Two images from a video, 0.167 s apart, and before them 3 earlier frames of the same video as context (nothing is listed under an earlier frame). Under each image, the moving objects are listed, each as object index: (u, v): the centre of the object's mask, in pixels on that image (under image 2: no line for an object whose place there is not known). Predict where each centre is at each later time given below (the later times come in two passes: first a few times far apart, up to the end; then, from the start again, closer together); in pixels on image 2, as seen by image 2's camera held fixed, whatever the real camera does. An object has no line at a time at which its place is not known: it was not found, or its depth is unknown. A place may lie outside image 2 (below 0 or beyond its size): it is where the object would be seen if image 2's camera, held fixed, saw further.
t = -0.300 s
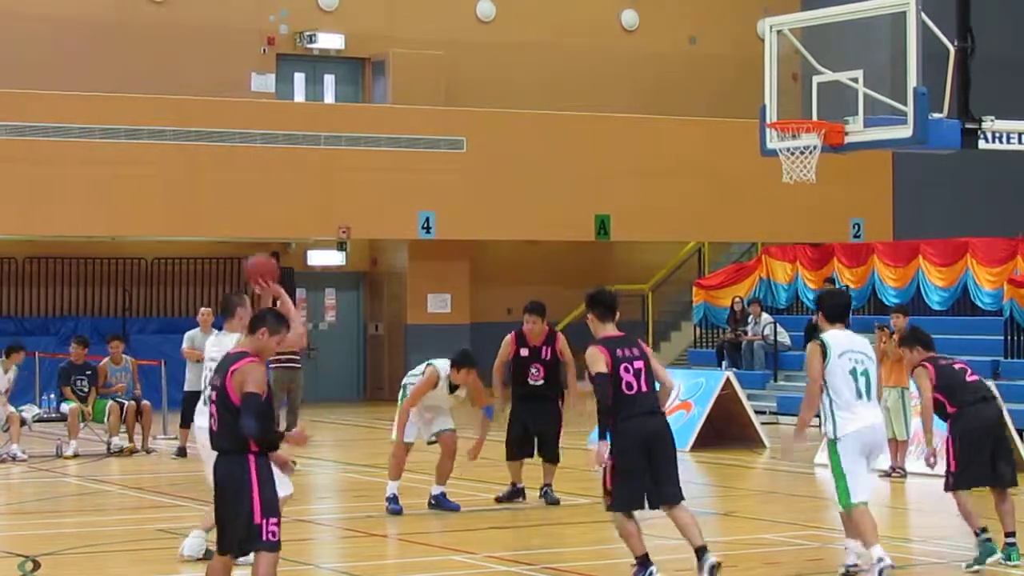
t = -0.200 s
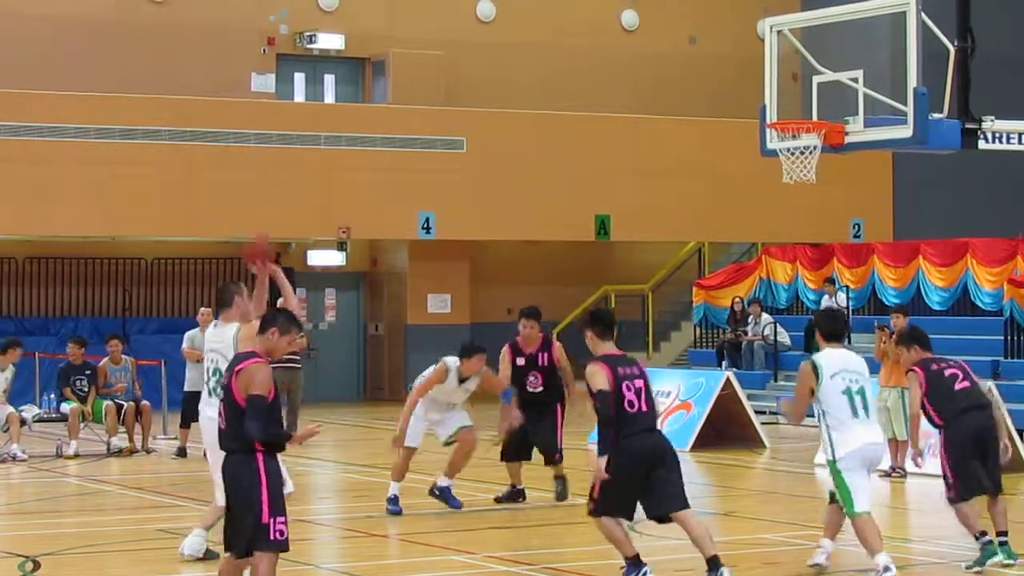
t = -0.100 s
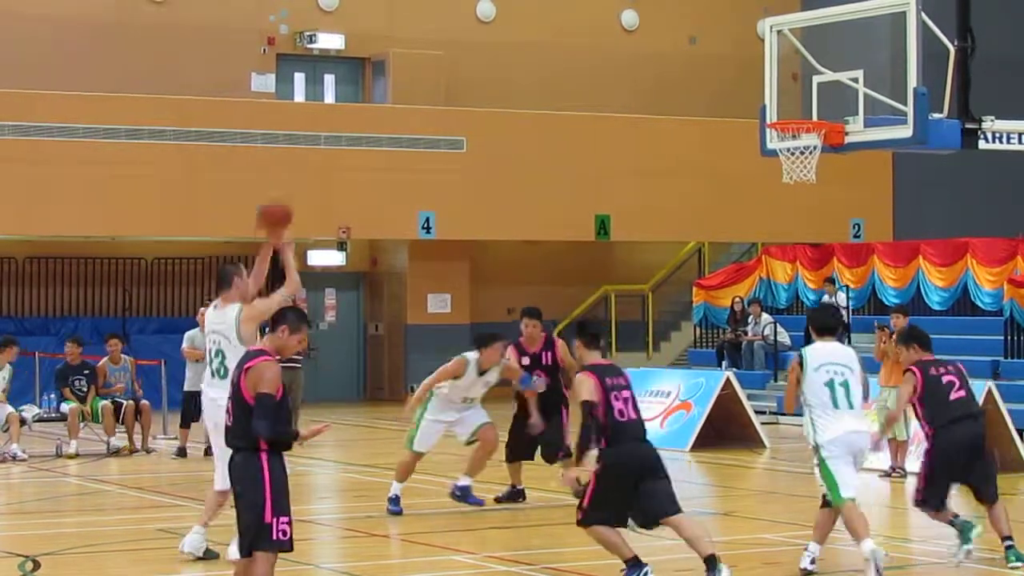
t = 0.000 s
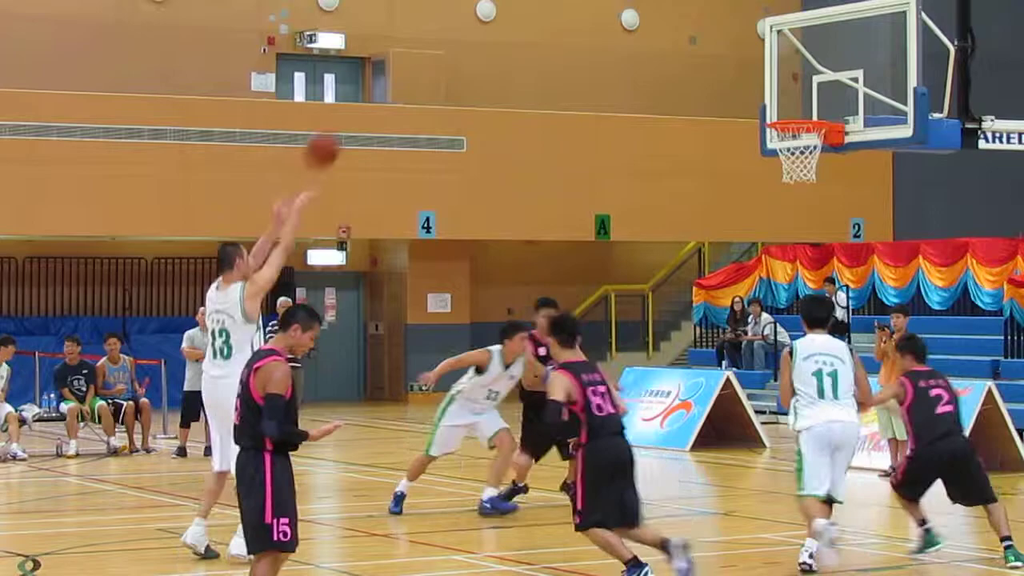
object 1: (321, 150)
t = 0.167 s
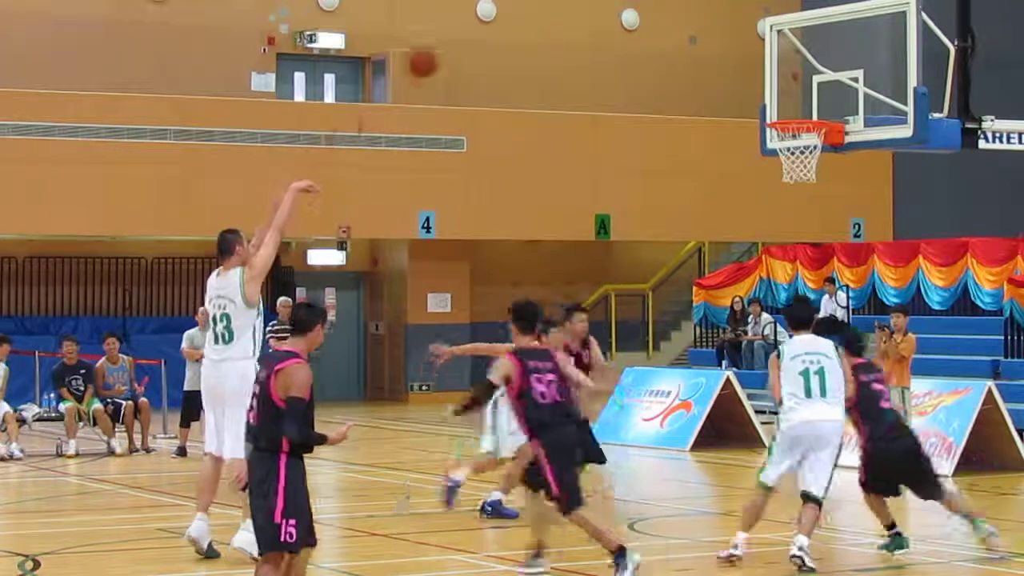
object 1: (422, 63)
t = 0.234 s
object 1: (460, 40)
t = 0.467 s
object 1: (587, 12)
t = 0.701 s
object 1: (705, 54)
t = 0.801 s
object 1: (754, 92)
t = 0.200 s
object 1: (442, 51)
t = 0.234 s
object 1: (460, 40)
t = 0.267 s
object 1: (478, 31)
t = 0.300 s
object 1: (498, 24)
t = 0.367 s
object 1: (534, 14)
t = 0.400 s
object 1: (552, 12)
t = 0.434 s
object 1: (569, 12)
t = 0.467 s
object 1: (587, 12)
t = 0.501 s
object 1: (605, 13)
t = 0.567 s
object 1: (640, 20)
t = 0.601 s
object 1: (656, 27)
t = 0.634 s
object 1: (674, 35)
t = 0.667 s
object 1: (691, 44)
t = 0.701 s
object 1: (705, 54)
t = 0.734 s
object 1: (723, 65)
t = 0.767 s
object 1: (740, 78)
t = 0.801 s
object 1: (754, 92)
